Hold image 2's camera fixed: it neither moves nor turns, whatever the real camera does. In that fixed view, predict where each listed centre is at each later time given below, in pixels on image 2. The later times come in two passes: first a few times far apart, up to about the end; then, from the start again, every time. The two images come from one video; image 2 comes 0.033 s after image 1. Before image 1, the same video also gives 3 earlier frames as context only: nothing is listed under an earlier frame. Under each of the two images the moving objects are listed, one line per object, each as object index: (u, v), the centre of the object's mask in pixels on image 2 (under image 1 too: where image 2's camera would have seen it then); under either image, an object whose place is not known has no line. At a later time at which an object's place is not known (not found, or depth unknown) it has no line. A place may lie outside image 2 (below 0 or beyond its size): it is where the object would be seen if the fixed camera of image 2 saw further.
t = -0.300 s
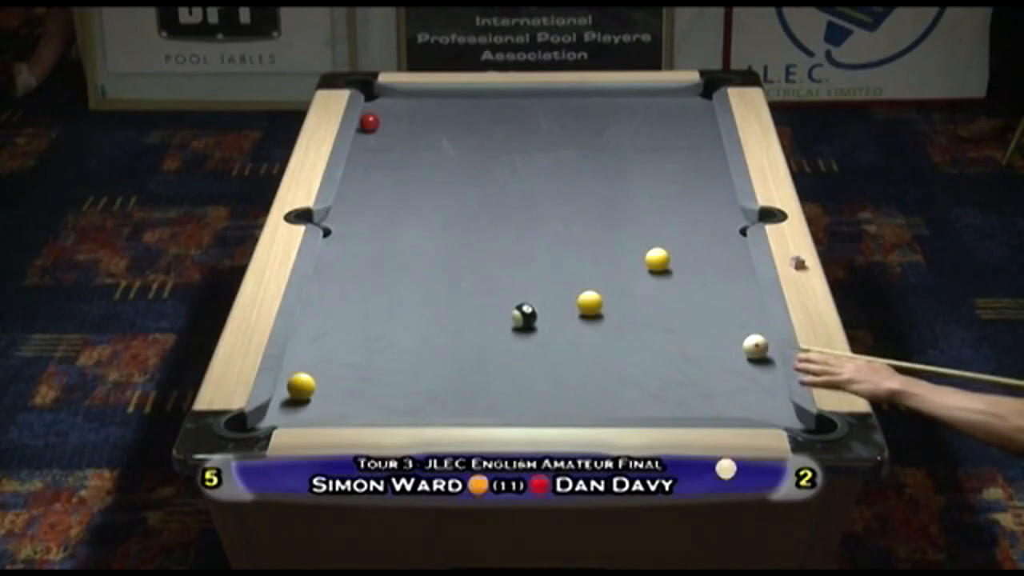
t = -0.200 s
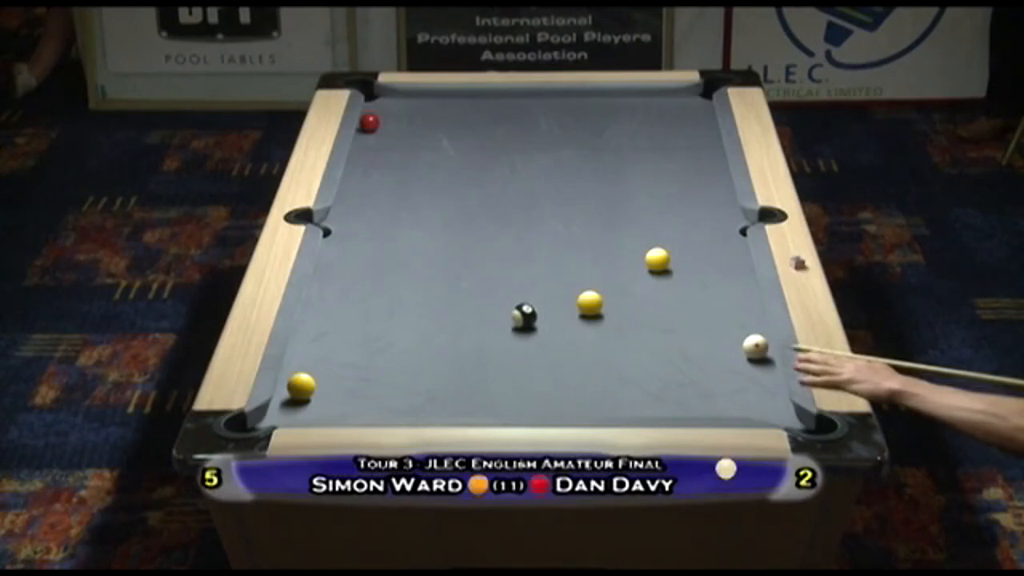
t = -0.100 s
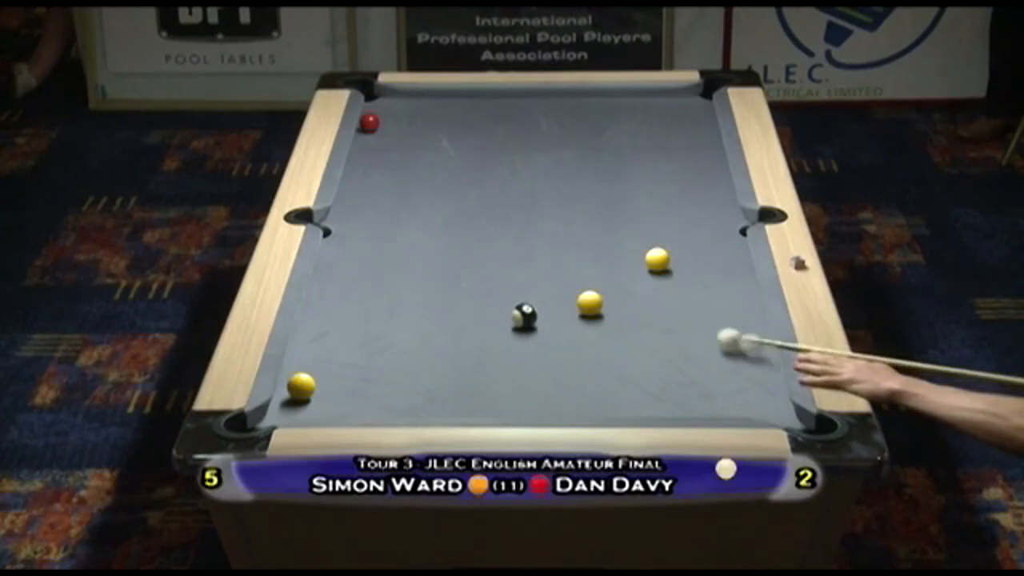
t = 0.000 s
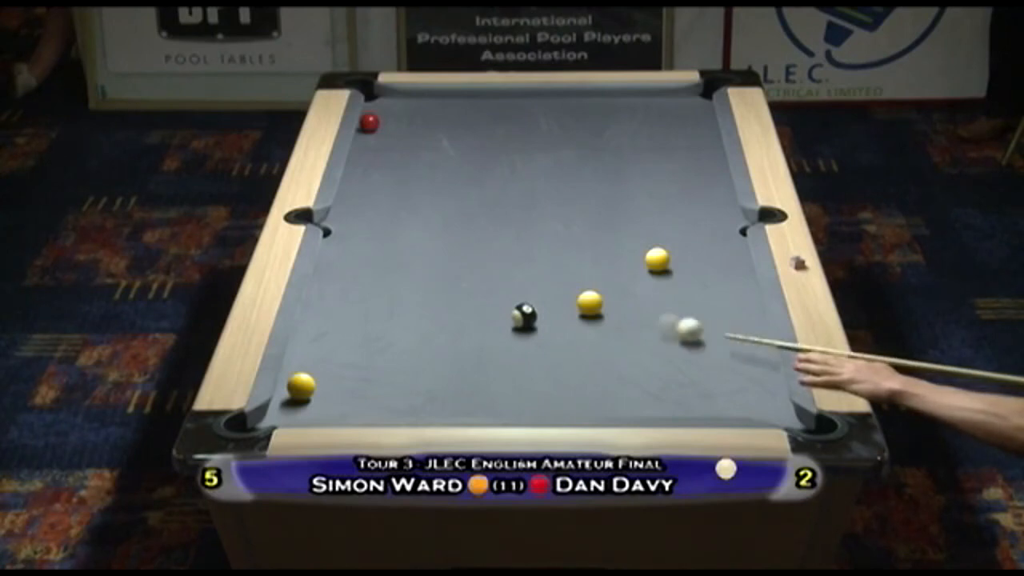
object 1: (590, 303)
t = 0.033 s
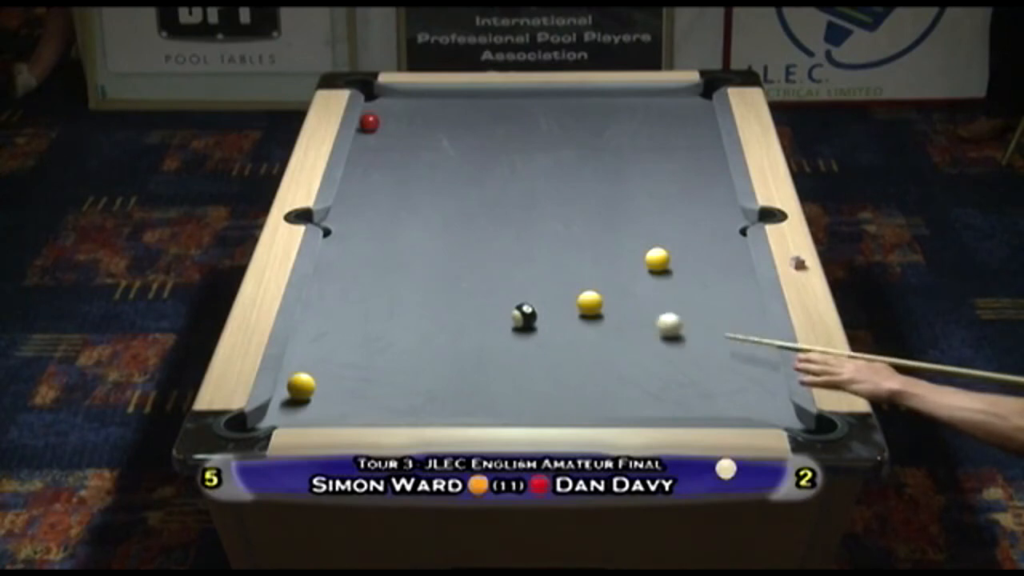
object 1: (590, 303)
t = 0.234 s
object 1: (564, 296)
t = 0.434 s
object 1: (515, 281)
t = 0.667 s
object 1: (461, 266)
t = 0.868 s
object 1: (421, 254)
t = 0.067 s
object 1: (589, 303)
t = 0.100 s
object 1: (590, 303)
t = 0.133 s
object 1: (589, 303)
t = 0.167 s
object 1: (589, 303)
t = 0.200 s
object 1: (577, 299)
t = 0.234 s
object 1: (564, 296)
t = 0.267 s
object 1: (554, 293)
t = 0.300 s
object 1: (546, 290)
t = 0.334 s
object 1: (542, 289)
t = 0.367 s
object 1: (532, 286)
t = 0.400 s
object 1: (524, 284)
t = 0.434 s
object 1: (515, 281)
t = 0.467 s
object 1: (506, 279)
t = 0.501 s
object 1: (500, 277)
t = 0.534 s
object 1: (494, 276)
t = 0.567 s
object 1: (486, 273)
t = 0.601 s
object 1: (478, 271)
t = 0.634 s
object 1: (470, 268)
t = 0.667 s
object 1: (461, 266)
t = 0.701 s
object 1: (455, 264)
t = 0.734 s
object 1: (448, 262)
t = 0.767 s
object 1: (441, 260)
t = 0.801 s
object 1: (435, 258)
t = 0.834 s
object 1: (428, 256)
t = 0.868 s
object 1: (421, 254)
